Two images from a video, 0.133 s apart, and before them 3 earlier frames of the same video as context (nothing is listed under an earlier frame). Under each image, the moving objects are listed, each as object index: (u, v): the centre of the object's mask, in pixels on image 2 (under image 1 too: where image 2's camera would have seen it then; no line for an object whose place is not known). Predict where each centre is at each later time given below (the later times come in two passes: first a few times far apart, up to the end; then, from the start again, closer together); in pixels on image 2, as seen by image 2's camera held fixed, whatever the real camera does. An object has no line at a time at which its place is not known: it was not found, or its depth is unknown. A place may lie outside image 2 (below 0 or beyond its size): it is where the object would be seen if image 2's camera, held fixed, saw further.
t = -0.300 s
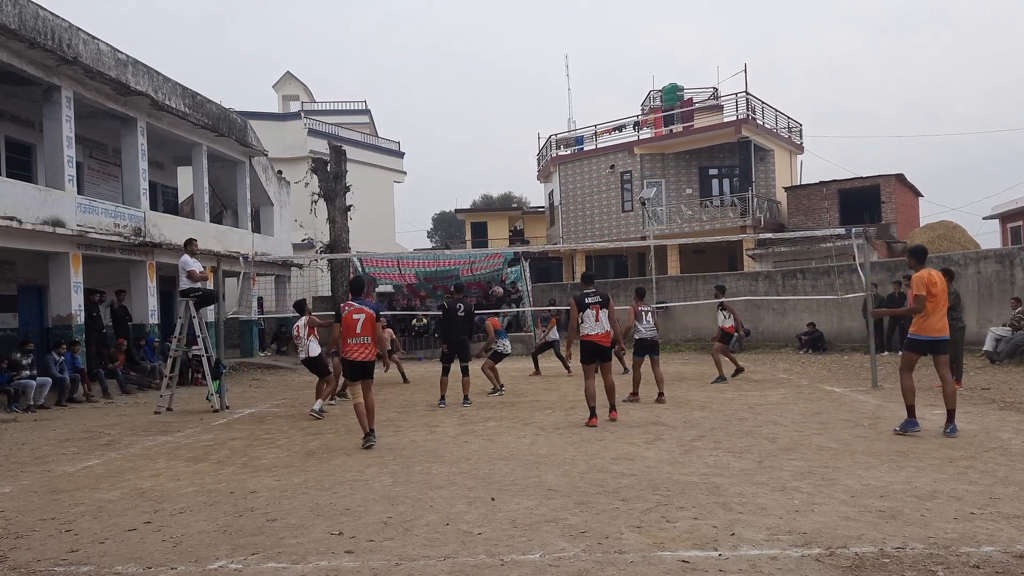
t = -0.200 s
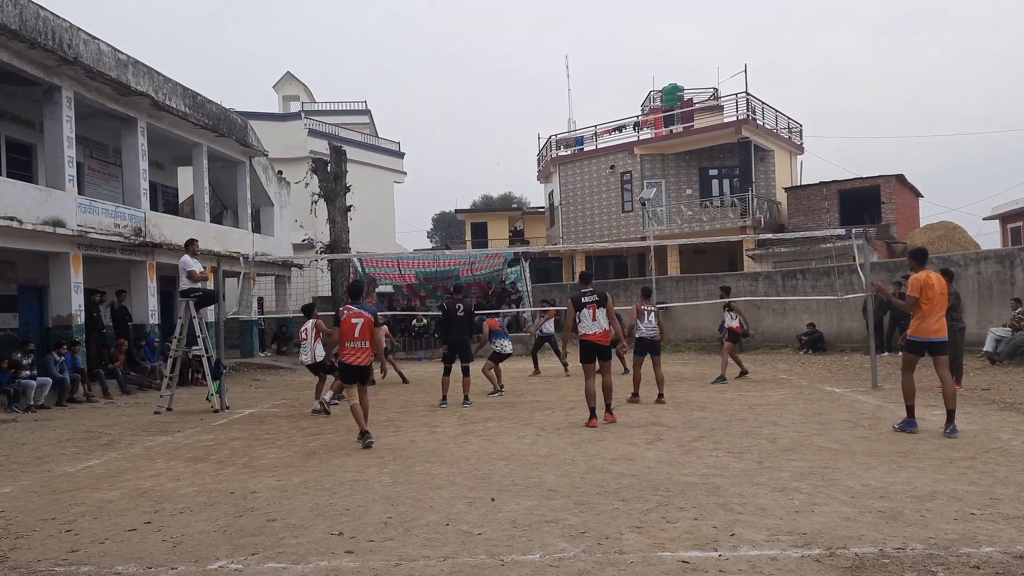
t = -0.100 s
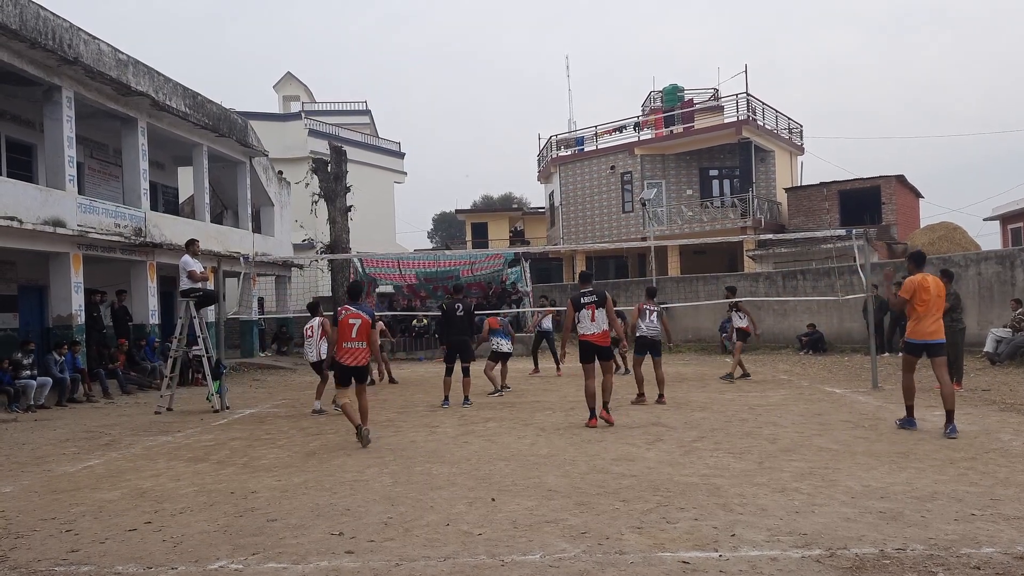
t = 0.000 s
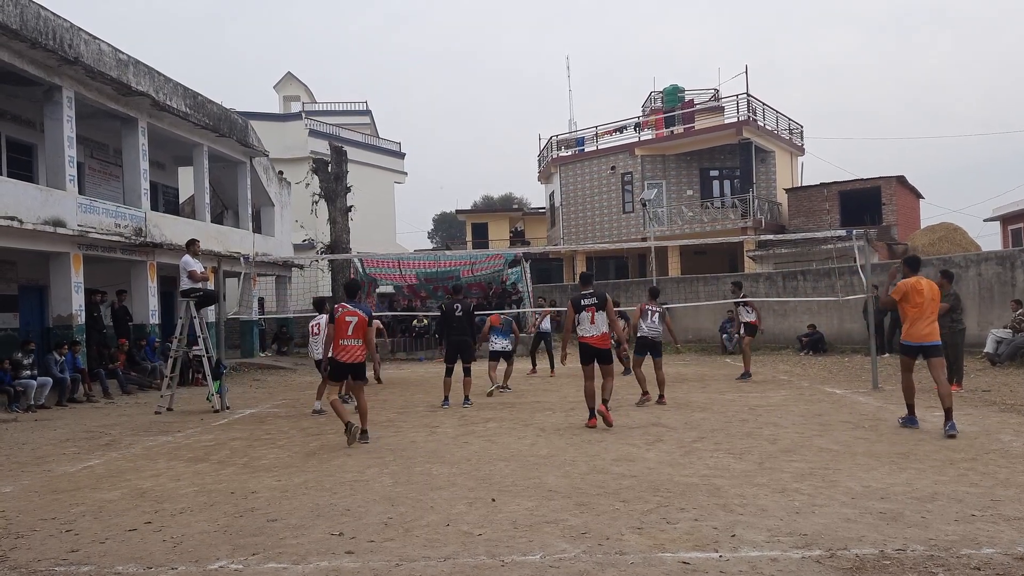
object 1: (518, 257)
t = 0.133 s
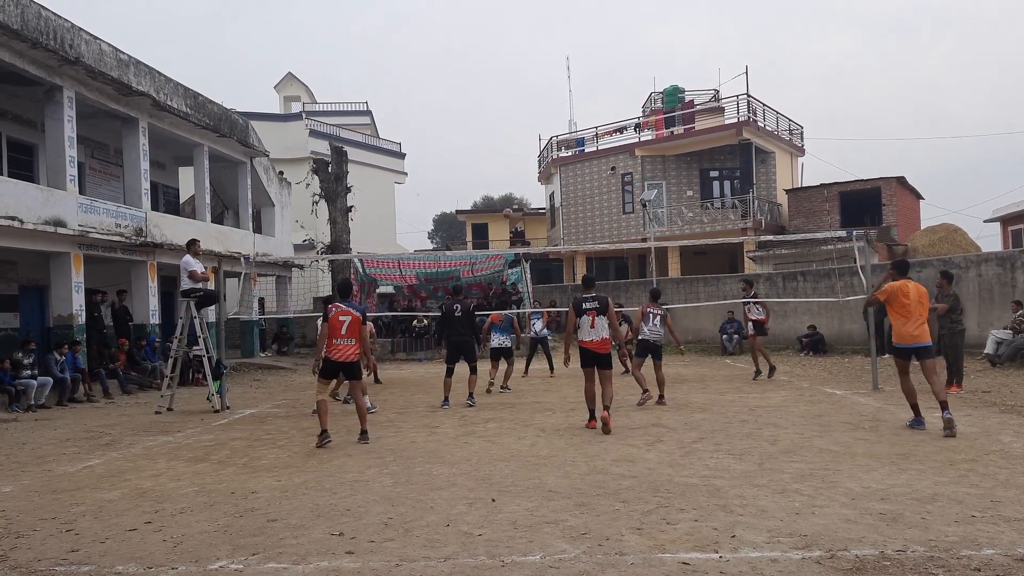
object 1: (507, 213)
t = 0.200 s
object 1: (502, 195)
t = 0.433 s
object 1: (487, 146)
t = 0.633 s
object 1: (474, 123)
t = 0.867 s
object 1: (460, 120)
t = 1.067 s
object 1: (449, 139)
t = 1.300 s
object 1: (436, 187)
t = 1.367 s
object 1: (433, 206)
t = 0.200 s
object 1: (502, 195)
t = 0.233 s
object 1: (500, 186)
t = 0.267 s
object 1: (498, 179)
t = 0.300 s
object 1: (496, 171)
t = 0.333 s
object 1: (493, 164)
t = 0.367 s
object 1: (491, 157)
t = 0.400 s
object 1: (489, 151)
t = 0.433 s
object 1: (487, 146)
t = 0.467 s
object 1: (485, 141)
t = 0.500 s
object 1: (482, 136)
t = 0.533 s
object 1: (480, 132)
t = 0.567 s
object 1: (478, 128)
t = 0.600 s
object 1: (476, 126)
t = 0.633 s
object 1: (474, 123)
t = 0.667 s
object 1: (472, 121)
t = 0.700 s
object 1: (470, 120)
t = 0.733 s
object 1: (468, 119)
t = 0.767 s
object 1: (466, 118)
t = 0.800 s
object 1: (464, 119)
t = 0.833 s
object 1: (462, 119)
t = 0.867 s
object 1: (460, 120)
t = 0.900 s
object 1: (458, 122)
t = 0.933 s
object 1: (456, 124)
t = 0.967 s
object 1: (455, 127)
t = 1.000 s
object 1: (452, 131)
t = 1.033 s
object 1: (451, 135)
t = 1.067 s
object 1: (449, 139)
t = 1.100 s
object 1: (447, 144)
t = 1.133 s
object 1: (445, 150)
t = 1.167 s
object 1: (443, 157)
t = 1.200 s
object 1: (441, 163)
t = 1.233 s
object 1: (440, 170)
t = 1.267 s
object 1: (438, 178)
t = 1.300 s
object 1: (436, 187)
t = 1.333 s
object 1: (434, 196)
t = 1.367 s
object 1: (433, 206)
